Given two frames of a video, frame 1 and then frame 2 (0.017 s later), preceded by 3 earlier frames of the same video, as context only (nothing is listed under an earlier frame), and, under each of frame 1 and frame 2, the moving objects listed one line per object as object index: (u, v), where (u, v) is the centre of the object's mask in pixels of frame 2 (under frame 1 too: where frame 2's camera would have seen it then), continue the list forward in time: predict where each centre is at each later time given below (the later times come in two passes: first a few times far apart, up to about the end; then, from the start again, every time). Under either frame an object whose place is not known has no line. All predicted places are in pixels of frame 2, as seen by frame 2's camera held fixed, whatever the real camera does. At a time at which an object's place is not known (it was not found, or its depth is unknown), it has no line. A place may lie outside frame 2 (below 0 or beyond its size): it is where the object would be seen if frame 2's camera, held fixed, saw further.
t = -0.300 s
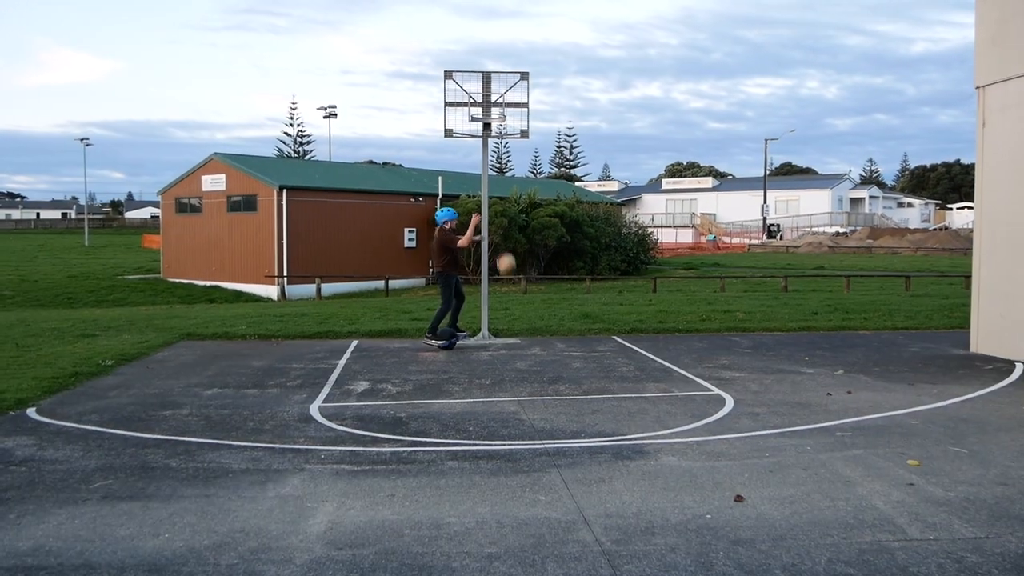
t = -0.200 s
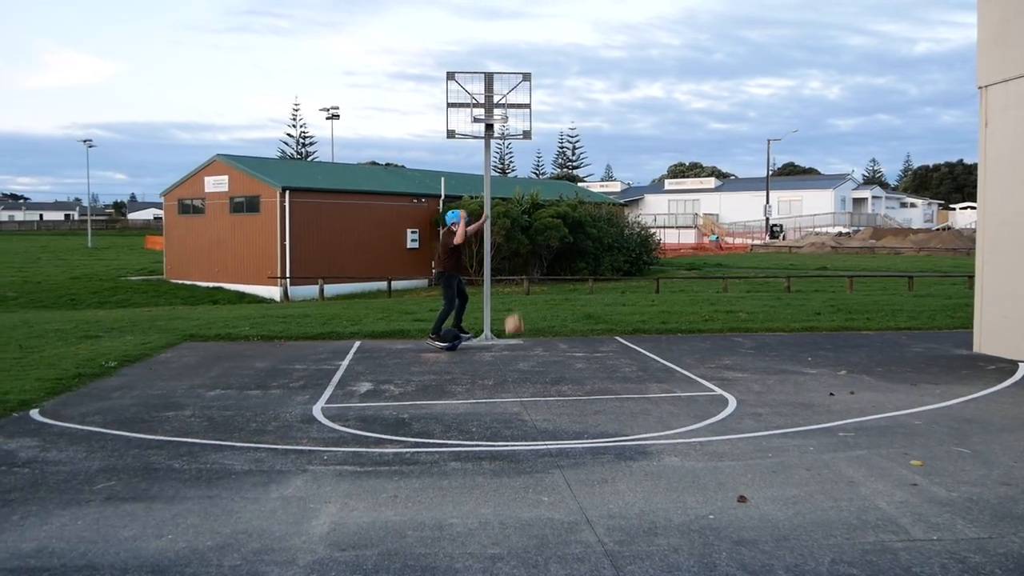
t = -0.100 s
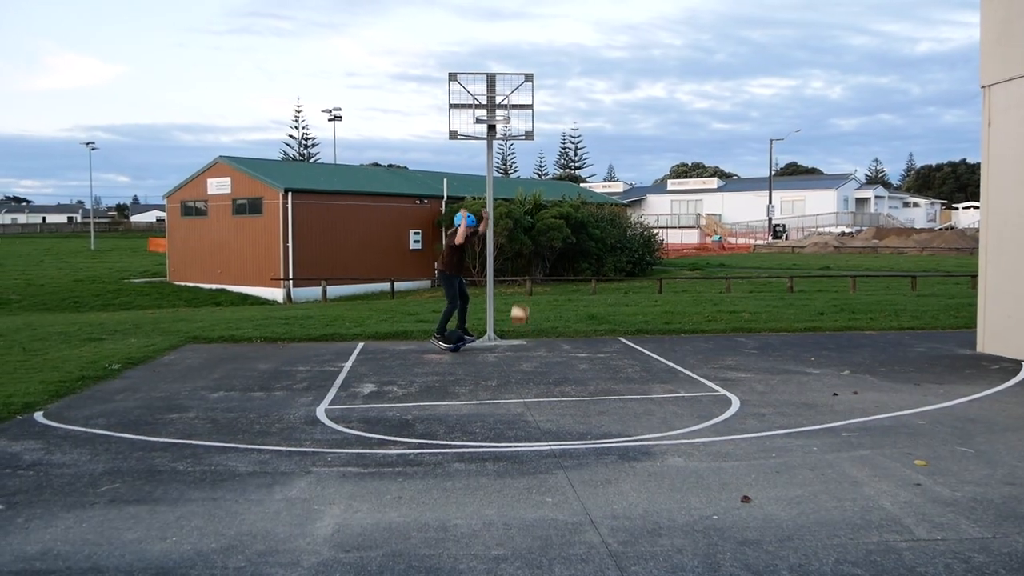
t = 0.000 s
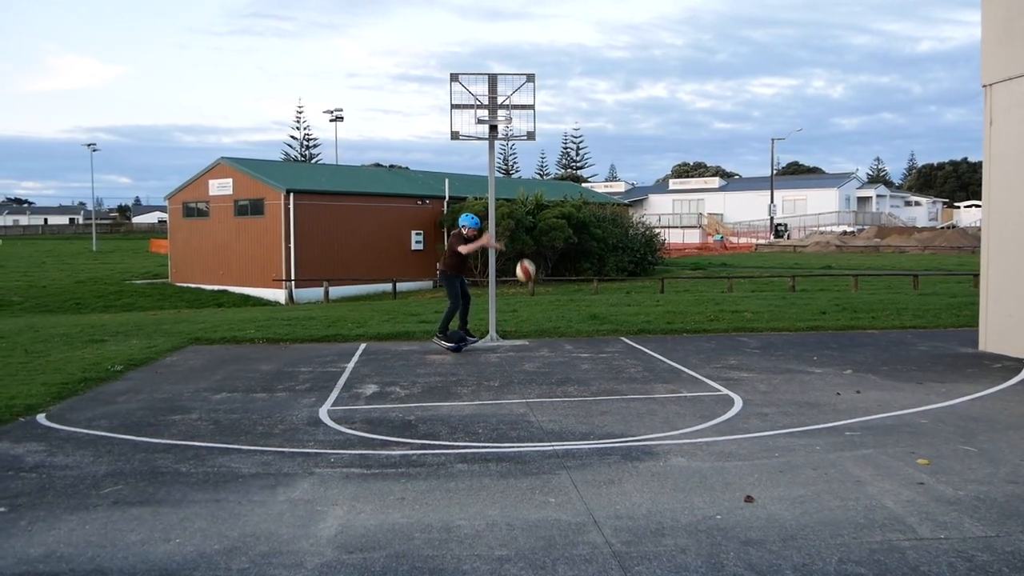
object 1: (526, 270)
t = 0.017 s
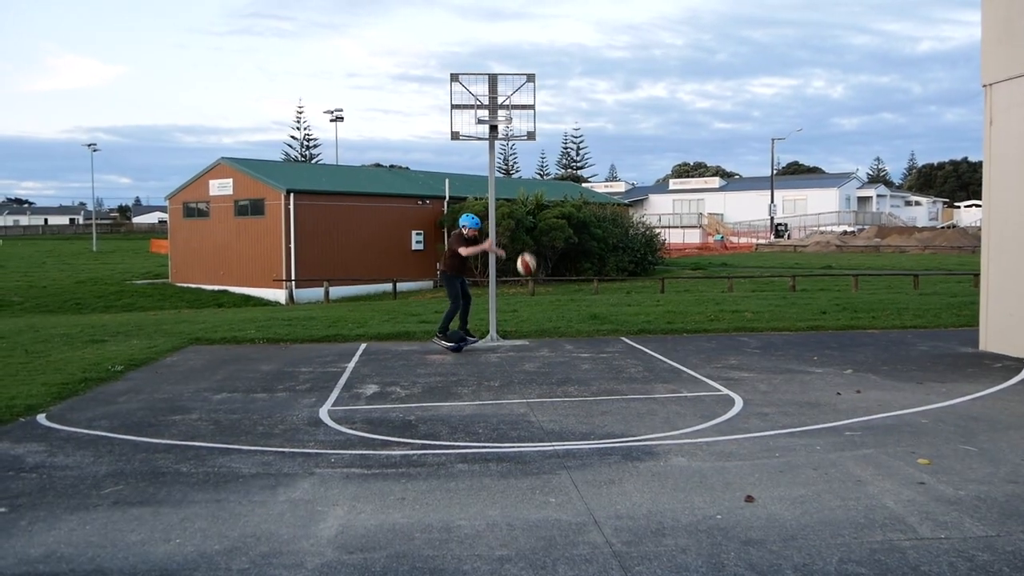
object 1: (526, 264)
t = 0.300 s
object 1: (533, 178)
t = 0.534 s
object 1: (543, 154)
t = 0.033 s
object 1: (527, 257)
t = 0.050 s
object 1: (527, 250)
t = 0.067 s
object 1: (527, 244)
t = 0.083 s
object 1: (528, 238)
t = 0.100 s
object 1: (528, 232)
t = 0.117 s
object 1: (528, 227)
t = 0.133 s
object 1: (529, 221)
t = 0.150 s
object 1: (530, 216)
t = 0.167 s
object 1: (529, 211)
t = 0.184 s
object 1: (530, 206)
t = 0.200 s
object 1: (531, 201)
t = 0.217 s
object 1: (532, 197)
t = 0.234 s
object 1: (531, 192)
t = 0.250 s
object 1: (533, 188)
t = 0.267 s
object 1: (532, 185)
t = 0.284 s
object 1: (533, 181)
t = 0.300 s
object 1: (533, 178)
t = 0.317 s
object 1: (533, 174)
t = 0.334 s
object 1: (533, 171)
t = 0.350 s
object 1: (534, 168)
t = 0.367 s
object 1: (535, 166)
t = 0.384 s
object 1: (536, 164)
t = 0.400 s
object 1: (536, 161)
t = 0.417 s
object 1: (537, 160)
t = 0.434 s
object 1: (538, 158)
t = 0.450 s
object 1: (539, 156)
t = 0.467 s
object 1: (539, 155)
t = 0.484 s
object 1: (540, 155)
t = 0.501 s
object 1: (541, 154)
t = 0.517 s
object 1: (543, 154)
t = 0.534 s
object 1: (543, 154)
